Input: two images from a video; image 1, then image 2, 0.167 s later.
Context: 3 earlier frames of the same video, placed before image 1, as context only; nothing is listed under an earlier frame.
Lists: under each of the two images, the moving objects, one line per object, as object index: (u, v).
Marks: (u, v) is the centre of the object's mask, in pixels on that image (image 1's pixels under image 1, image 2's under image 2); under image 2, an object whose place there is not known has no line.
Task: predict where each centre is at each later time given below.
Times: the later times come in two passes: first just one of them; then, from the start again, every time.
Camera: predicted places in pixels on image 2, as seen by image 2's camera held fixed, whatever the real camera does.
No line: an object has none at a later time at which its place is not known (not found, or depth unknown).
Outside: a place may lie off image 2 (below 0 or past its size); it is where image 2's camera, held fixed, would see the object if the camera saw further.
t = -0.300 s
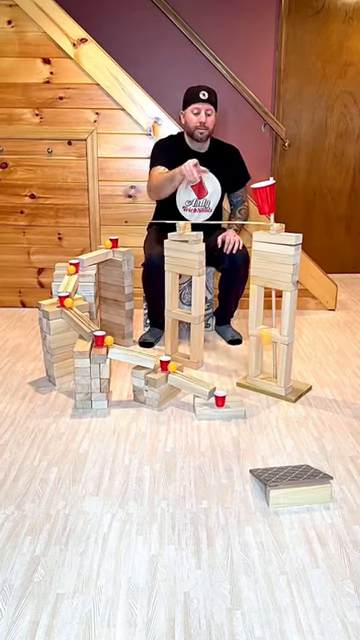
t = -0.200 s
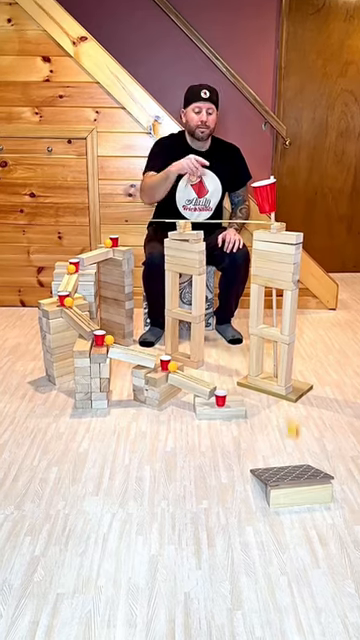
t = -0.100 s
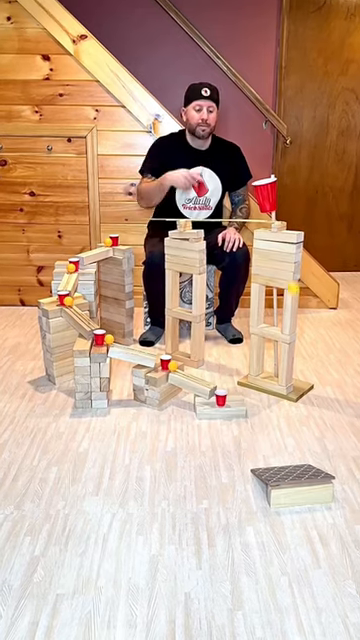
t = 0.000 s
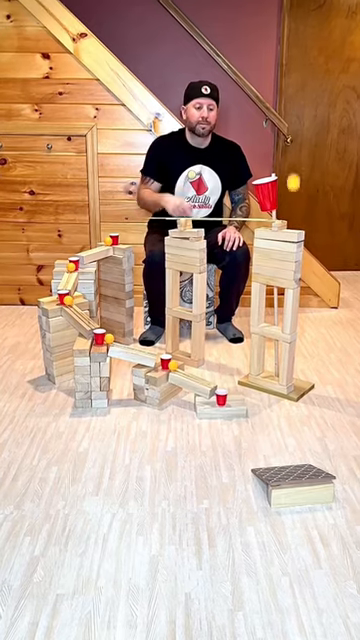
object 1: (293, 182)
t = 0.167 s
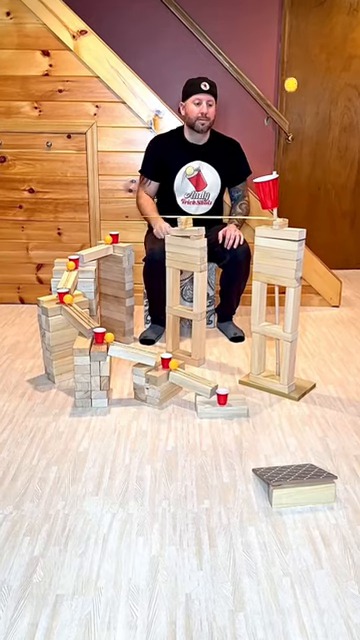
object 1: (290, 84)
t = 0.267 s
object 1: (286, 74)
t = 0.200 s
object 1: (289, 77)
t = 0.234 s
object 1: (288, 74)
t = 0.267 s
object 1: (286, 74)
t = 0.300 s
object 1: (285, 79)
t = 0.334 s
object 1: (283, 86)
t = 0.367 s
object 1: (281, 96)
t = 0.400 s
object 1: (279, 109)
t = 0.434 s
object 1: (277, 125)
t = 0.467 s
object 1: (274, 143)
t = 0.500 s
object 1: (272, 164)
